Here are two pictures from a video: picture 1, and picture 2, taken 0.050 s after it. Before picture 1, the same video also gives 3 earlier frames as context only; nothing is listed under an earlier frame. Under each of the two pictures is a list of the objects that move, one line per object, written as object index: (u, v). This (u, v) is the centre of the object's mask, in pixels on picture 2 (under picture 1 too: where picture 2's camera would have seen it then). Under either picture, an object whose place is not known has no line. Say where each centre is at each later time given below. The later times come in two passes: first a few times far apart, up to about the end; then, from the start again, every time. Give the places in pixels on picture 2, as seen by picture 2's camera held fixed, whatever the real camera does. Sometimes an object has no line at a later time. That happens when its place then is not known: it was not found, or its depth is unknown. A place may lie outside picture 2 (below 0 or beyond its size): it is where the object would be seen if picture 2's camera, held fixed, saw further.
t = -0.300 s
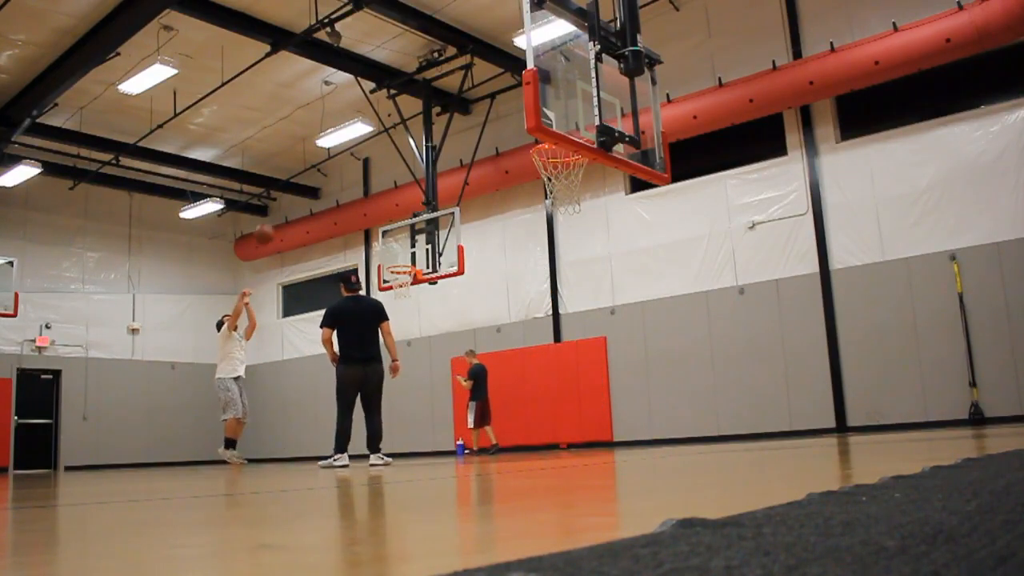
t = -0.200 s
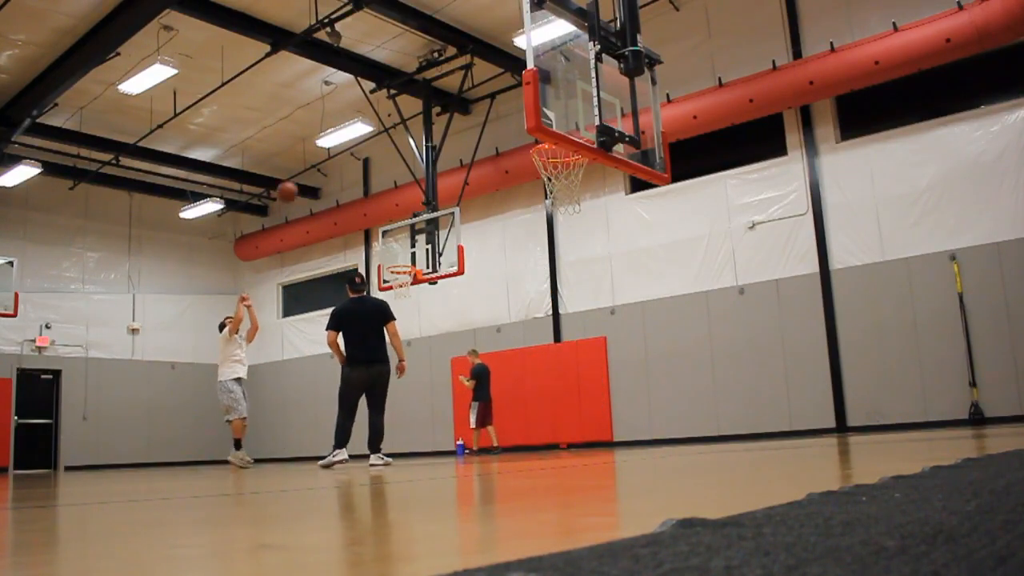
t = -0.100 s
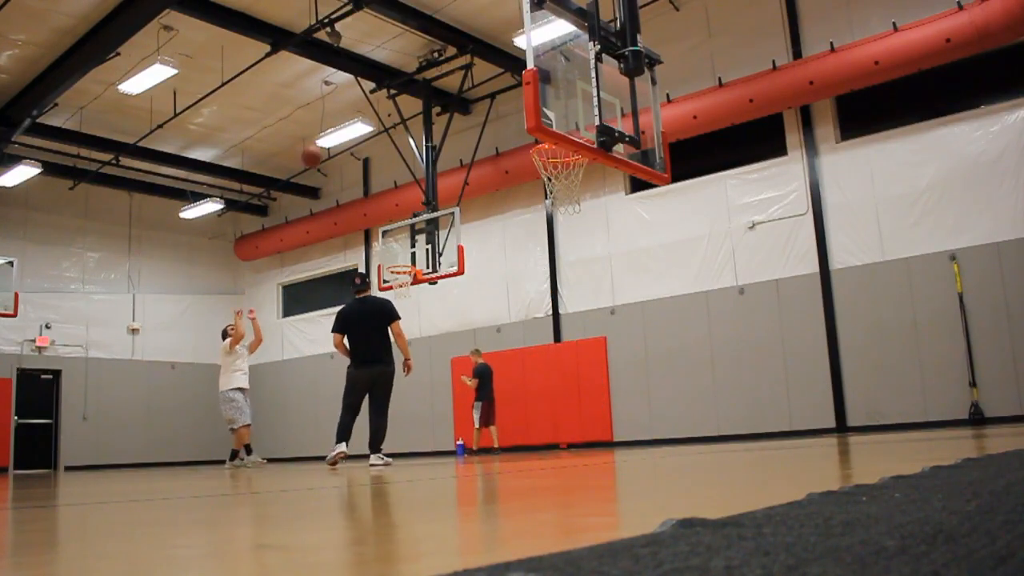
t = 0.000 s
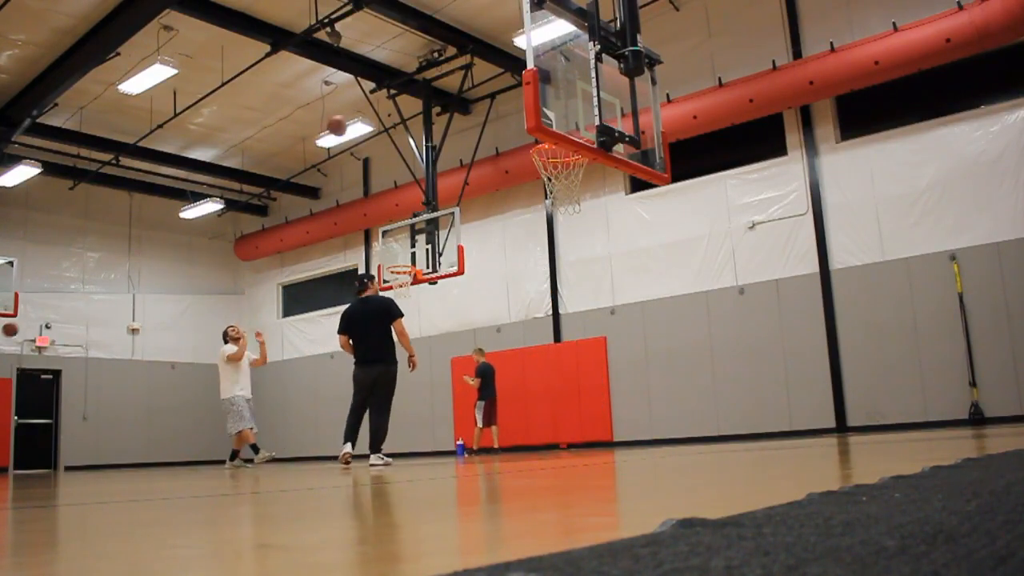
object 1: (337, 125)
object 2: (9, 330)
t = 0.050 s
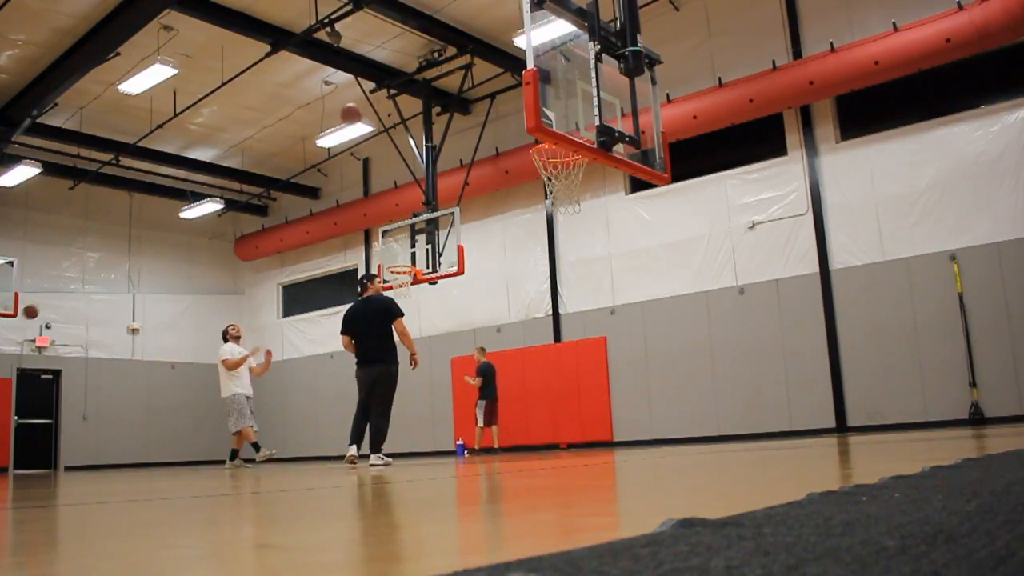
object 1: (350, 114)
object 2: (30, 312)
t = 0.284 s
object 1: (421, 84)
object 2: (123, 251)
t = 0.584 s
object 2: (236, 224)
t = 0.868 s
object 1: (545, 271)
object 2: (339, 246)
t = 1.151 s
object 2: (338, 305)
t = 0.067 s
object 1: (355, 111)
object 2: (37, 306)
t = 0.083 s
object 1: (360, 107)
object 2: (43, 301)
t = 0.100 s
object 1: (365, 104)
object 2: (50, 295)
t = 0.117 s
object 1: (370, 101)
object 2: (57, 290)
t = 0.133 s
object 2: (64, 285)
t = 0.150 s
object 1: (380, 96)
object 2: (70, 281)
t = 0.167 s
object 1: (384, 93)
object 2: (77, 276)
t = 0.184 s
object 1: (390, 91)
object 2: (84, 272)
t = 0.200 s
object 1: (395, 89)
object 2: (90, 268)
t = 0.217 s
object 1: (400, 88)
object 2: (97, 264)
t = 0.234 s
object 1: (405, 86)
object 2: (104, 261)
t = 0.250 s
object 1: (410, 85)
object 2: (110, 257)
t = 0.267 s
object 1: (415, 85)
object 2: (117, 254)
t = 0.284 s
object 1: (421, 84)
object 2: (123, 251)
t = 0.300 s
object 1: (426, 83)
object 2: (129, 248)
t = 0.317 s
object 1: (431, 83)
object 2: (136, 245)
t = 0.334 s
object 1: (437, 83)
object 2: (142, 243)
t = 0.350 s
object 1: (443, 84)
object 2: (148, 240)
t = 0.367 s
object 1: (449, 84)
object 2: (155, 238)
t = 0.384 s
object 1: (456, 86)
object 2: (161, 236)
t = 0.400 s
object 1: (461, 86)
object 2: (167, 235)
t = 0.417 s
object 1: (467, 88)
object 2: (174, 233)
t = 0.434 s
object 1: (473, 89)
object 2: (180, 231)
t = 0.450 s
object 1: (480, 91)
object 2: (186, 230)
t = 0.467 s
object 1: (486, 93)
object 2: (192, 229)
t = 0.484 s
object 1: (493, 96)
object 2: (198, 229)
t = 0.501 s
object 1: (500, 100)
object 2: (205, 227)
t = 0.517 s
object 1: (507, 103)
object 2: (212, 225)
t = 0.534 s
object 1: (512, 106)
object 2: (218, 225)
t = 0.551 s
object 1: (516, 111)
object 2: (224, 224)
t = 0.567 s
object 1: (520, 116)
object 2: (229, 224)
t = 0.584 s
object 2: (236, 224)
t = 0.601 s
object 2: (243, 224)
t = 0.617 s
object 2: (249, 224)
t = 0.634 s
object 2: (255, 224)
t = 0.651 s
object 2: (261, 224)
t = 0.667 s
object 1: (572, 159)
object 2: (267, 224)
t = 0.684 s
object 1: (573, 163)
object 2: (273, 224)
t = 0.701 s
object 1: (570, 169)
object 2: (278, 226)
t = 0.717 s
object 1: (568, 179)
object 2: (285, 228)
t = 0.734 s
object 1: (565, 188)
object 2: (291, 230)
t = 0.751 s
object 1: (561, 196)
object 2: (298, 231)
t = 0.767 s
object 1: (560, 211)
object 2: (303, 233)
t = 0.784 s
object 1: (557, 218)
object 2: (311, 235)
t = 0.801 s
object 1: (555, 227)
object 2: (316, 236)
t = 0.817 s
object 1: (552, 237)
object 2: (322, 239)
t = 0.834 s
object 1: (550, 249)
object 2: (327, 241)
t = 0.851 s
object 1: (547, 259)
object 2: (333, 244)
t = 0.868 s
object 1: (545, 271)
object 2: (339, 246)
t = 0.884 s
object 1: (543, 283)
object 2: (345, 249)
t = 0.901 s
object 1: (540, 295)
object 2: (351, 252)
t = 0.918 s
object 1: (538, 308)
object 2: (357, 256)
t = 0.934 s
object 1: (536, 321)
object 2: (364, 259)
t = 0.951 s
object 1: (534, 334)
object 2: (370, 262)
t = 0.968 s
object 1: (532, 348)
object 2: (376, 266)
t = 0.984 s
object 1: (530, 361)
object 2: (380, 269)
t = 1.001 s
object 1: (528, 375)
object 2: (377, 271)
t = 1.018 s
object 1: (525, 390)
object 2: (372, 275)
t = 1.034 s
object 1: (524, 406)
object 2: (368, 278)
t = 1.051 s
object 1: (523, 421)
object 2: (364, 282)
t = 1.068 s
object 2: (359, 285)
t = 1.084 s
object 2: (355, 289)
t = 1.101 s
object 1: (513, 435)
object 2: (351, 293)
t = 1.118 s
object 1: (508, 424)
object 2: (347, 297)
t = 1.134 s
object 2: (343, 301)
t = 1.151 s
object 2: (338, 305)
